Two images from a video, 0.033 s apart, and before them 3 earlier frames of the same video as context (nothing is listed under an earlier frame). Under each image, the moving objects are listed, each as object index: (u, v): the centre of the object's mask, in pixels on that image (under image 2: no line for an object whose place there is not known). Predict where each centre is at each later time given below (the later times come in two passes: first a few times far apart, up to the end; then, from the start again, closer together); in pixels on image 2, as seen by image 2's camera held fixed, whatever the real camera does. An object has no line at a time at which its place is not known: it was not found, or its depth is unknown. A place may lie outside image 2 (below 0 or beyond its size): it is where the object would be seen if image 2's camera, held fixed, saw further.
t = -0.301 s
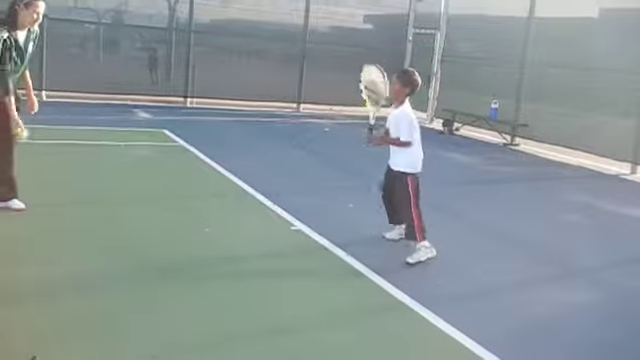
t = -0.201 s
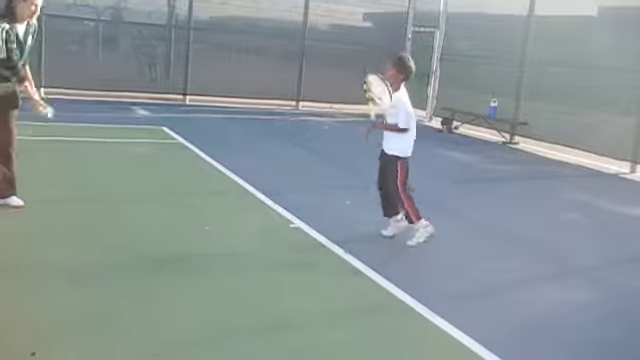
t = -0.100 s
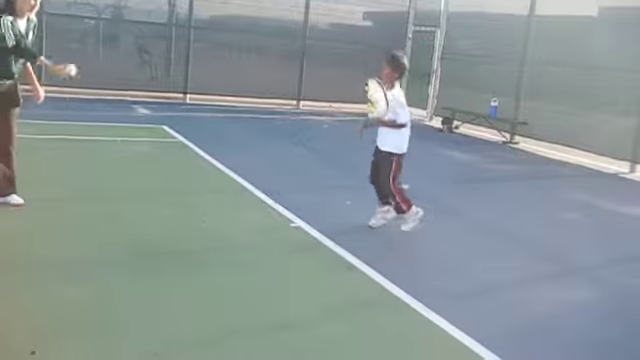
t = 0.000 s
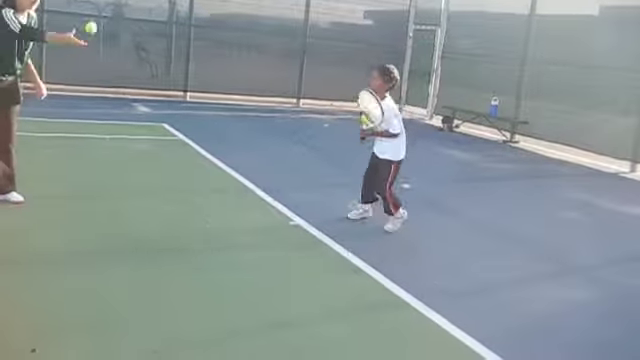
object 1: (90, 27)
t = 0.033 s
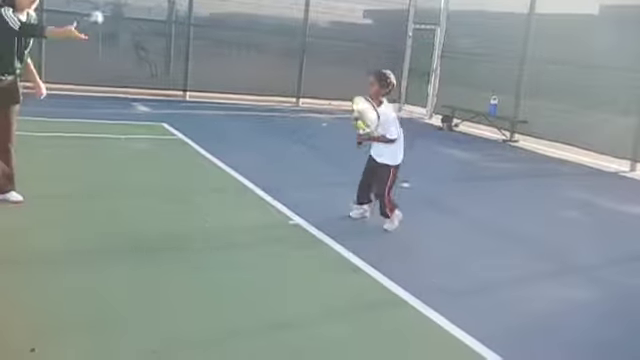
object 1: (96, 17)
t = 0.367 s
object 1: (164, 7)
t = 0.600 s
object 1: (209, 106)
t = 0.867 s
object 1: (256, 235)
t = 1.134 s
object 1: (313, 137)
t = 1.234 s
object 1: (333, 129)
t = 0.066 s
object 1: (103, 8)
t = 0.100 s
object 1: (109, 3)
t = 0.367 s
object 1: (164, 7)
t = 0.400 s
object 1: (171, 13)
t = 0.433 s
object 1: (177, 25)
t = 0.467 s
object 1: (183, 37)
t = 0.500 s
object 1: (190, 52)
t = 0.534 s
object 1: (196, 68)
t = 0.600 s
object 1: (209, 106)
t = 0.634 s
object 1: (214, 126)
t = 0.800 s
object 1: (242, 258)
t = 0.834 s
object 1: (246, 254)
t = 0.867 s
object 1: (256, 235)
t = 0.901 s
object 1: (262, 218)
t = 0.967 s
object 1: (276, 187)
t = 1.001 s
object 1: (285, 172)
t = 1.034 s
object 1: (292, 161)
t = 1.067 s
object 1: (299, 151)
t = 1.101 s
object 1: (306, 143)
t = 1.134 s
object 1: (313, 137)
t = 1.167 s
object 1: (320, 133)
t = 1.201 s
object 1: (326, 131)
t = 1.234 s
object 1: (333, 129)
